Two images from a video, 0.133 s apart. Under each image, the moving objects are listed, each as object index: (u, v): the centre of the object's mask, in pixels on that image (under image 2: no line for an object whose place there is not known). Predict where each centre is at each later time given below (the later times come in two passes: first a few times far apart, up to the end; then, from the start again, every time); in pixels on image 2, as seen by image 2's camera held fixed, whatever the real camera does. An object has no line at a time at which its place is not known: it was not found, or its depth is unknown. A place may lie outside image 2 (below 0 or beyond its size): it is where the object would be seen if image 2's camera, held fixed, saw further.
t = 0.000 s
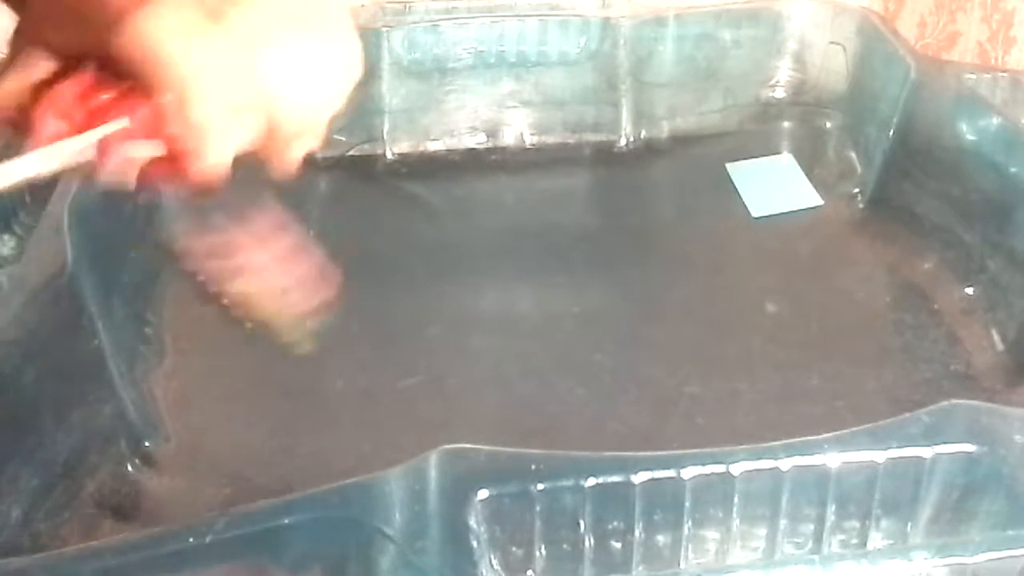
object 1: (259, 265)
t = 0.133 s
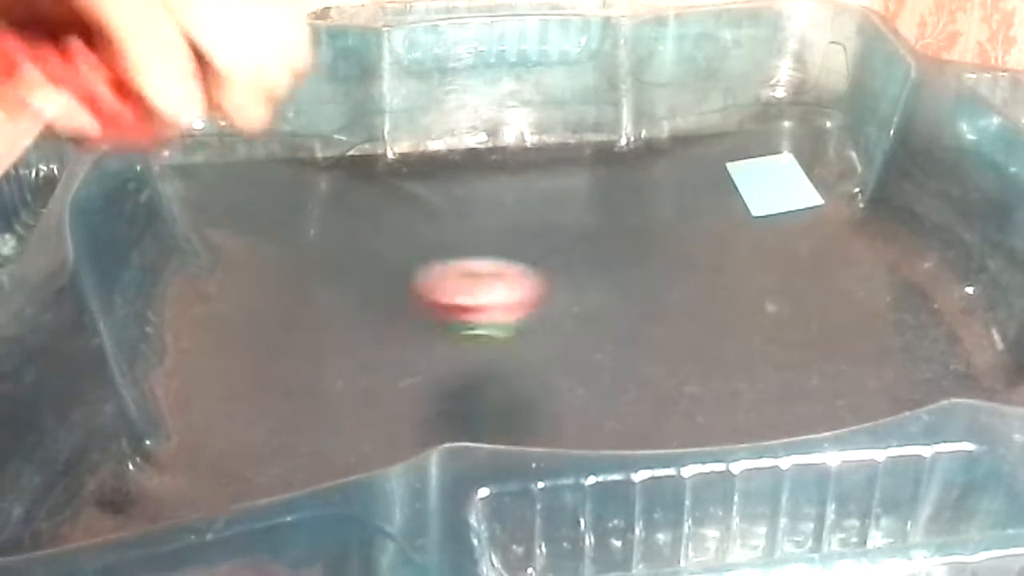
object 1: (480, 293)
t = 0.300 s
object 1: (633, 258)
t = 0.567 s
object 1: (581, 208)
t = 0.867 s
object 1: (402, 223)
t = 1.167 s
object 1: (353, 304)
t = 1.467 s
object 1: (469, 388)
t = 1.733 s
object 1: (636, 379)
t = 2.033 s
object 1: (713, 309)
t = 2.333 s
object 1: (653, 248)
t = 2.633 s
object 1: (529, 225)
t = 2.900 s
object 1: (434, 253)
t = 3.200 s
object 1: (413, 306)
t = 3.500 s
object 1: (487, 353)
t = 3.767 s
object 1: (582, 348)
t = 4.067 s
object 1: (625, 312)
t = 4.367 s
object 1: (614, 276)
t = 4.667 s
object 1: (567, 250)
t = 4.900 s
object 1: (515, 250)
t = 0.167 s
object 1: (523, 298)
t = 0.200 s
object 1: (557, 279)
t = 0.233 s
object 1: (589, 276)
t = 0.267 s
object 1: (614, 266)
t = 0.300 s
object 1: (633, 258)
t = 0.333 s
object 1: (643, 250)
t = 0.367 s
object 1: (647, 242)
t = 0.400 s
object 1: (644, 235)
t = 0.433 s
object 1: (637, 228)
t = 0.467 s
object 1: (627, 222)
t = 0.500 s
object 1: (614, 216)
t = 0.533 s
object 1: (598, 211)
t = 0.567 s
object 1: (581, 208)
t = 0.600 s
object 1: (562, 205)
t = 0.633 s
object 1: (543, 203)
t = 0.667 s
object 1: (522, 202)
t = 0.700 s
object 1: (502, 203)
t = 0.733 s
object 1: (482, 204)
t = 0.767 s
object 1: (460, 206)
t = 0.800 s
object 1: (439, 211)
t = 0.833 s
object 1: (419, 216)
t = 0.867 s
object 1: (402, 223)
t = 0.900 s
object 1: (388, 230)
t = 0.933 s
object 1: (377, 238)
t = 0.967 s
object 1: (369, 247)
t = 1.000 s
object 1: (362, 255)
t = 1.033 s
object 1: (357, 265)
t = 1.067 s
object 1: (354, 274)
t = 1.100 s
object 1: (352, 284)
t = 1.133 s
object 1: (352, 294)
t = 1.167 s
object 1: (353, 304)
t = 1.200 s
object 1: (356, 315)
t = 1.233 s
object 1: (362, 325)
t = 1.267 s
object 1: (370, 335)
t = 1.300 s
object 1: (382, 346)
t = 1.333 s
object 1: (395, 356)
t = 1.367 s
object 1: (410, 365)
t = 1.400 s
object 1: (428, 373)
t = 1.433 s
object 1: (446, 381)
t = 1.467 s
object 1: (469, 388)
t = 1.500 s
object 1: (492, 393)
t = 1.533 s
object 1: (516, 395)
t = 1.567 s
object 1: (540, 396)
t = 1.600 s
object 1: (561, 396)
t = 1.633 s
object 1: (582, 393)
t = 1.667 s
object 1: (601, 389)
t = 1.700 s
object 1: (620, 384)
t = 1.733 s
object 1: (636, 379)
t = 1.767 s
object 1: (652, 374)
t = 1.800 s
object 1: (666, 368)
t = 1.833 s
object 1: (679, 361)
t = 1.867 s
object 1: (689, 353)
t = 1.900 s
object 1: (699, 345)
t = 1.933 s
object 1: (705, 337)
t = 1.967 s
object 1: (711, 328)
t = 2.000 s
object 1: (713, 318)
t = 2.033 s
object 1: (713, 309)
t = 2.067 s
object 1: (712, 301)
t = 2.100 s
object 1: (710, 292)
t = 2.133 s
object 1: (705, 284)
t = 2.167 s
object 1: (698, 277)
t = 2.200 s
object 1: (690, 270)
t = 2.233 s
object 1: (682, 264)
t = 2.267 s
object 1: (672, 258)
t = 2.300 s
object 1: (663, 253)
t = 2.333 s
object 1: (653, 248)
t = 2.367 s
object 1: (643, 244)
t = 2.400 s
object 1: (632, 239)
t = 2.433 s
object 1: (619, 236)
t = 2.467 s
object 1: (606, 232)
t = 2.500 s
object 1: (592, 230)
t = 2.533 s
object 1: (578, 228)
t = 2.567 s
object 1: (562, 226)
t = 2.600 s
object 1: (546, 225)
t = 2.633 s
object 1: (529, 225)
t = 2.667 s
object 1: (513, 226)
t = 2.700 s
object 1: (497, 227)
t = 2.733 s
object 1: (482, 230)
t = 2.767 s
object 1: (469, 234)
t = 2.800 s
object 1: (457, 238)
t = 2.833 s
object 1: (448, 243)
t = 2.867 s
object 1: (440, 248)
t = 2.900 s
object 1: (434, 253)
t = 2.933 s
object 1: (428, 258)
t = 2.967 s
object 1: (423, 263)
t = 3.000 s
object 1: (418, 268)
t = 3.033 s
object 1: (415, 274)
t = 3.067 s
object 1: (413, 280)
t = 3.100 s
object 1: (411, 286)
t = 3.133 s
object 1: (411, 293)
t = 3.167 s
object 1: (411, 300)
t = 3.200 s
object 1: (413, 306)
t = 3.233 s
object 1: (416, 313)
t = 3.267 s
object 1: (421, 320)
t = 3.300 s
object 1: (426, 326)
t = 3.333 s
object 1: (433, 332)
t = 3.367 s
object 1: (442, 337)
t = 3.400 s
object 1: (451, 342)
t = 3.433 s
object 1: (463, 346)
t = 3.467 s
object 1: (474, 350)
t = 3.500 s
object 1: (487, 353)
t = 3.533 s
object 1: (499, 355)
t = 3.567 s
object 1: (512, 356)
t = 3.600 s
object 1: (524, 357)
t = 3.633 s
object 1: (537, 357)
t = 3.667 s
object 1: (549, 356)
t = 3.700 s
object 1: (561, 354)
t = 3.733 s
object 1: (572, 351)
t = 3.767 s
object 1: (582, 348)
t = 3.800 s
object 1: (591, 345)
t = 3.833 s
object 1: (598, 342)
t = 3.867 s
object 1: (605, 339)
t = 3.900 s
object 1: (610, 335)
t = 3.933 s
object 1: (615, 331)
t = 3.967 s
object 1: (619, 326)
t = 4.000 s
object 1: (621, 321)
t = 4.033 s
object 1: (624, 317)
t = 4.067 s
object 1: (625, 312)
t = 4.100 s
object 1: (626, 307)
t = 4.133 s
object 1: (626, 303)
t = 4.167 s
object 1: (626, 300)
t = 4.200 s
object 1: (626, 296)
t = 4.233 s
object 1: (625, 292)
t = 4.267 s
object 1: (623, 288)
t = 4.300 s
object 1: (621, 284)
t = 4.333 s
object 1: (618, 281)
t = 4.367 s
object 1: (614, 276)
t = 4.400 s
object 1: (611, 272)
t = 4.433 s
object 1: (606, 269)
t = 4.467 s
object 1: (601, 265)
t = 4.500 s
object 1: (597, 262)
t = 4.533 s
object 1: (592, 259)
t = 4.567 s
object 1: (587, 256)
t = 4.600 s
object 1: (581, 254)
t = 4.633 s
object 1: (574, 251)
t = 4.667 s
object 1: (567, 250)
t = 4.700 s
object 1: (560, 248)
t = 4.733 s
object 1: (552, 248)
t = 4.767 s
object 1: (544, 247)
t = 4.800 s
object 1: (537, 247)
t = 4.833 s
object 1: (529, 248)
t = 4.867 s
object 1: (522, 249)
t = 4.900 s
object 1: (515, 250)
